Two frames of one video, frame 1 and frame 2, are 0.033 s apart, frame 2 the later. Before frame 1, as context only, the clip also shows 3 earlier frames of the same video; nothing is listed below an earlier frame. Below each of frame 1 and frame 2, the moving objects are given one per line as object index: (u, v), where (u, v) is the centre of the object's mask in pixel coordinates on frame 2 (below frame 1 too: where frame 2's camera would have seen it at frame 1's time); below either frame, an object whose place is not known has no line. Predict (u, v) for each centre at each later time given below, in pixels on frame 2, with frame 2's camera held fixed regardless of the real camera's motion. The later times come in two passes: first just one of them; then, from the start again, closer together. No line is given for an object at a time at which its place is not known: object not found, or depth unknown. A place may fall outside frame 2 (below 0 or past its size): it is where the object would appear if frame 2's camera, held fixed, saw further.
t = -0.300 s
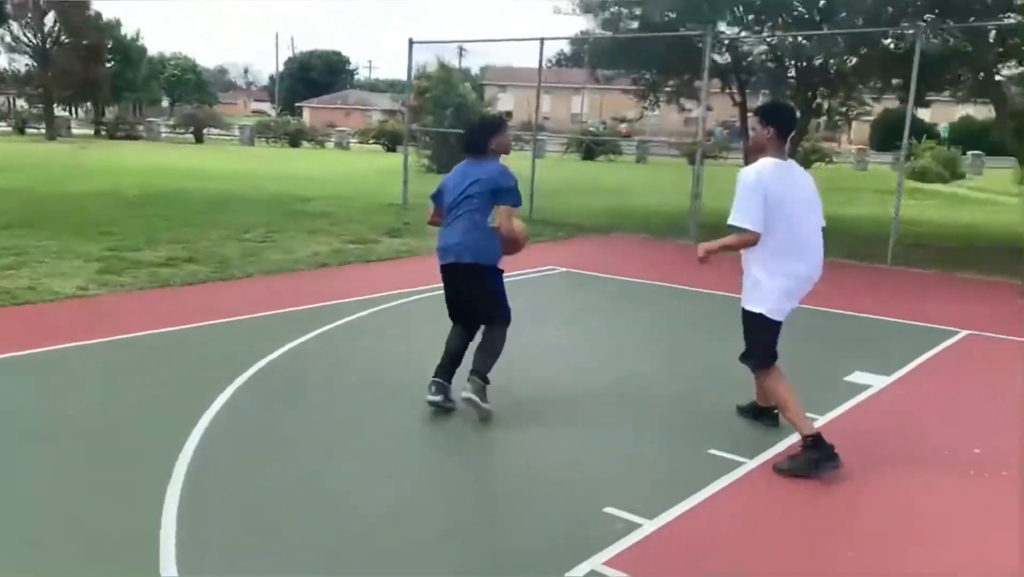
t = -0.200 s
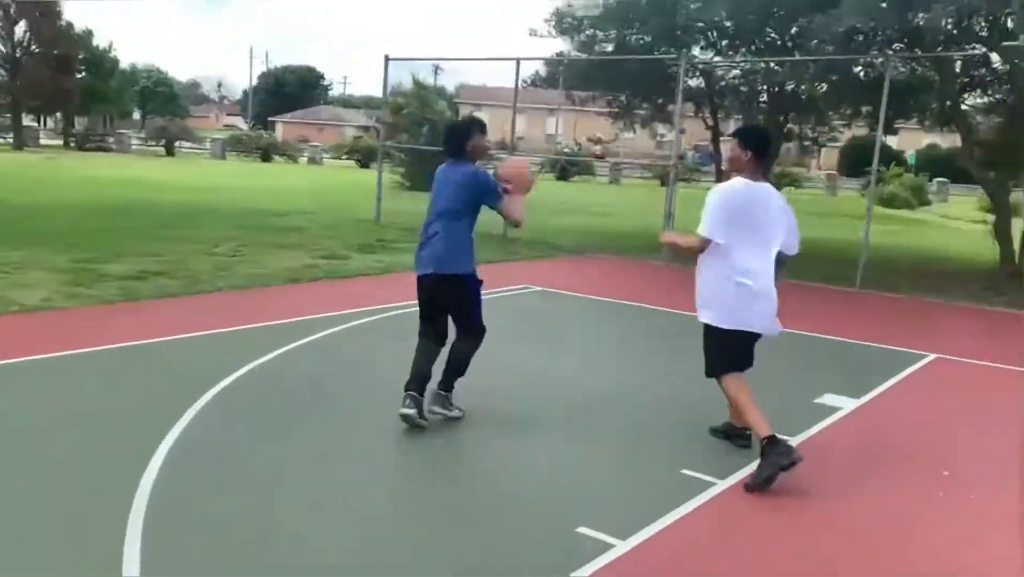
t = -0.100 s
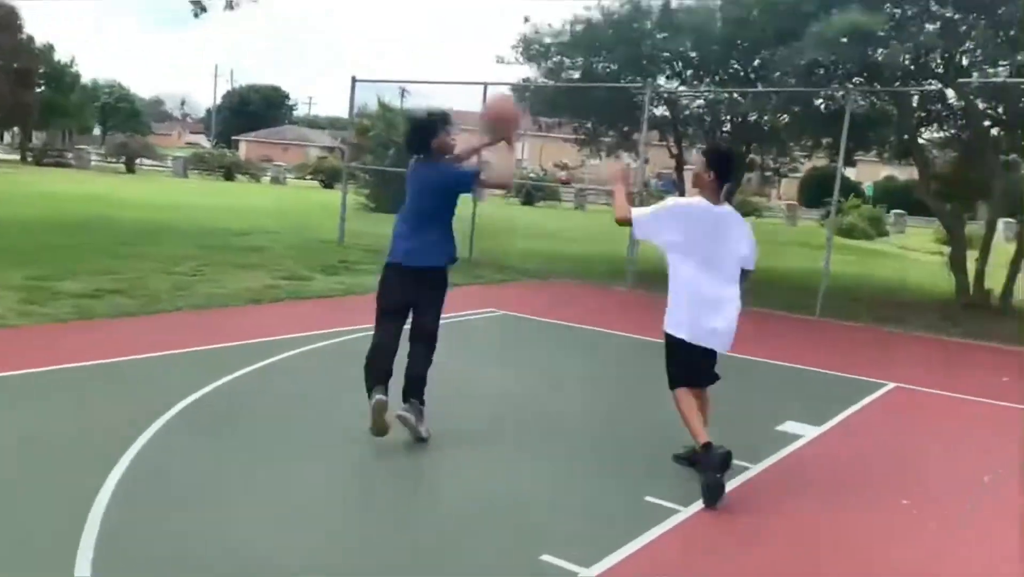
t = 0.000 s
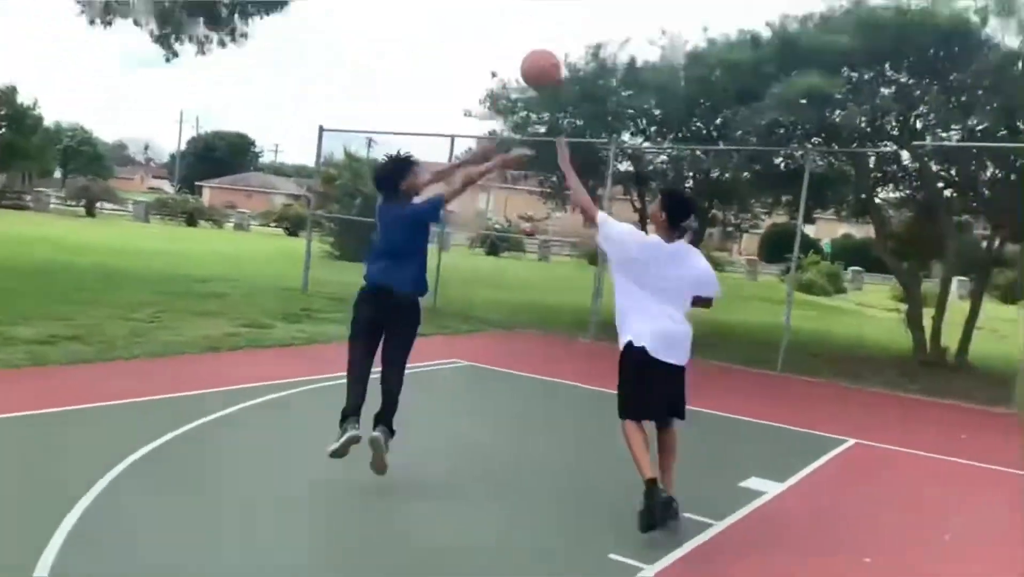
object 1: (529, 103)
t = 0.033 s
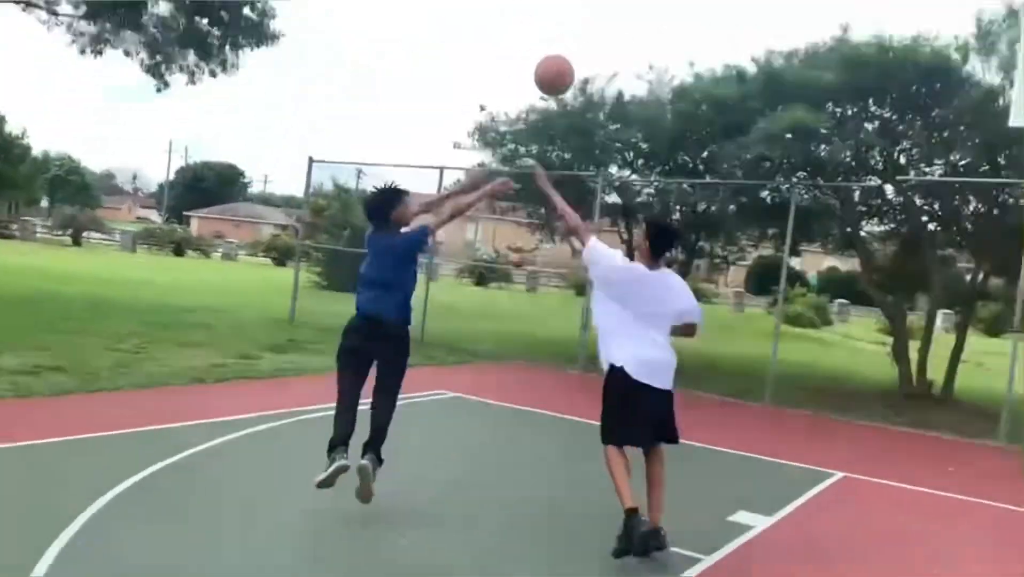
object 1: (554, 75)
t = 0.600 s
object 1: (929, -109)
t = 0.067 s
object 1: (579, 49)
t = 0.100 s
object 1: (604, 24)
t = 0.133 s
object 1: (629, 1)
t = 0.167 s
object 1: (653, -18)
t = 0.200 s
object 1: (678, -36)
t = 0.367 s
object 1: (790, -97)
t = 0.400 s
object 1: (811, -103)
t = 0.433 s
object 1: (831, -109)
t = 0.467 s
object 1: (852, -112)
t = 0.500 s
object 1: (871, -114)
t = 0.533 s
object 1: (891, -114)
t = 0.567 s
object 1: (910, -113)
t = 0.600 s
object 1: (929, -109)
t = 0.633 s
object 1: (948, -104)
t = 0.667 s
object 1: (966, -97)
